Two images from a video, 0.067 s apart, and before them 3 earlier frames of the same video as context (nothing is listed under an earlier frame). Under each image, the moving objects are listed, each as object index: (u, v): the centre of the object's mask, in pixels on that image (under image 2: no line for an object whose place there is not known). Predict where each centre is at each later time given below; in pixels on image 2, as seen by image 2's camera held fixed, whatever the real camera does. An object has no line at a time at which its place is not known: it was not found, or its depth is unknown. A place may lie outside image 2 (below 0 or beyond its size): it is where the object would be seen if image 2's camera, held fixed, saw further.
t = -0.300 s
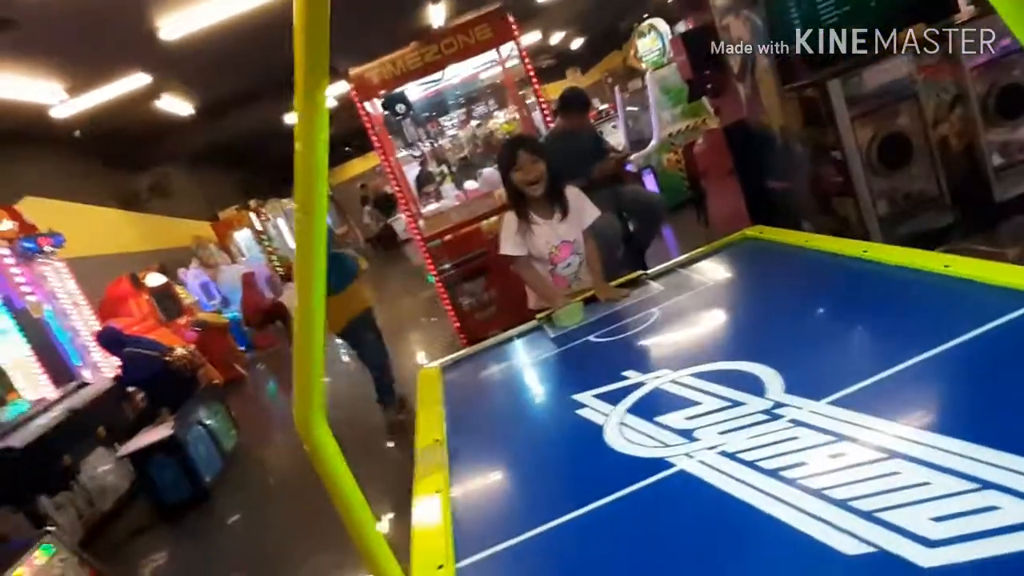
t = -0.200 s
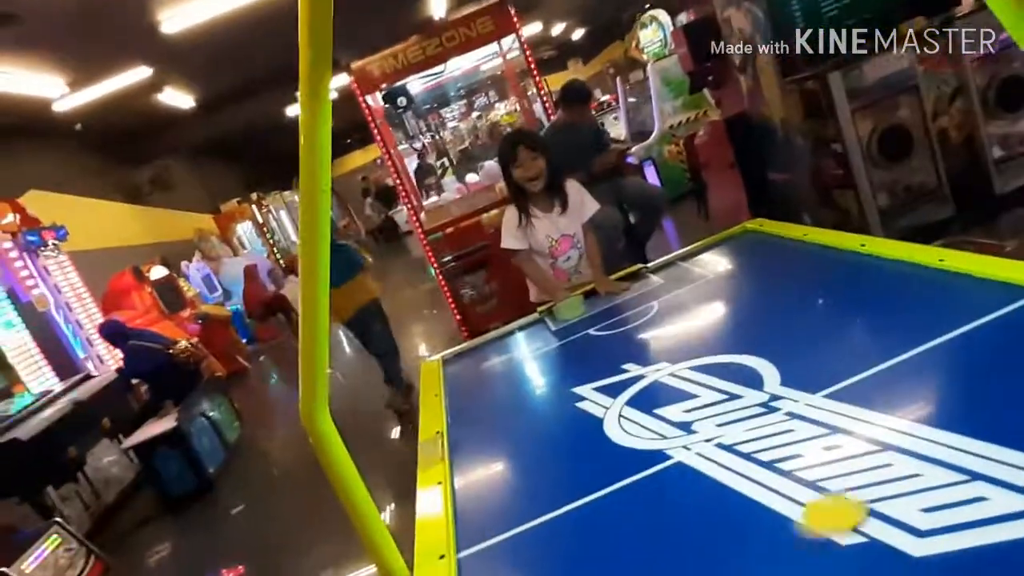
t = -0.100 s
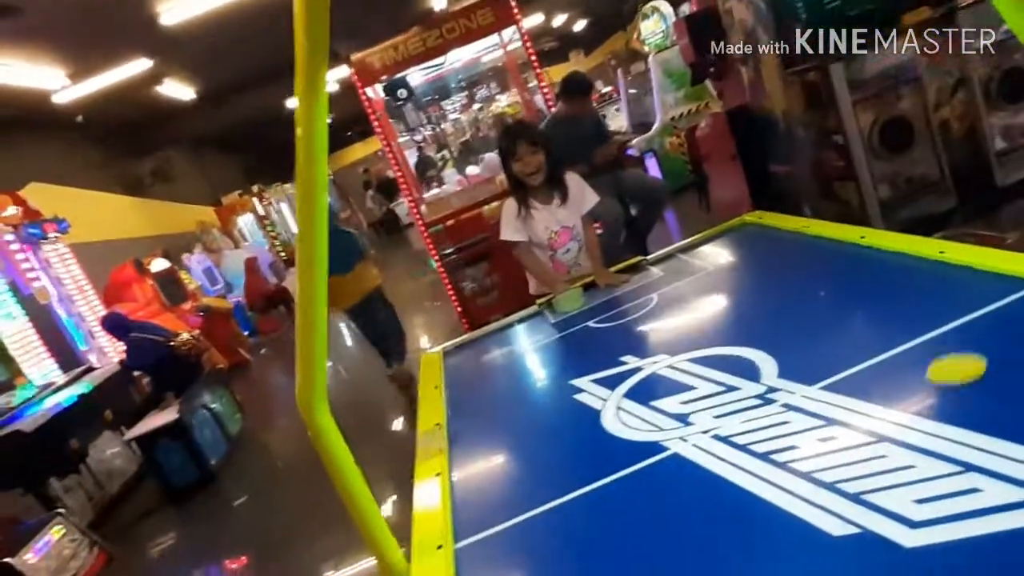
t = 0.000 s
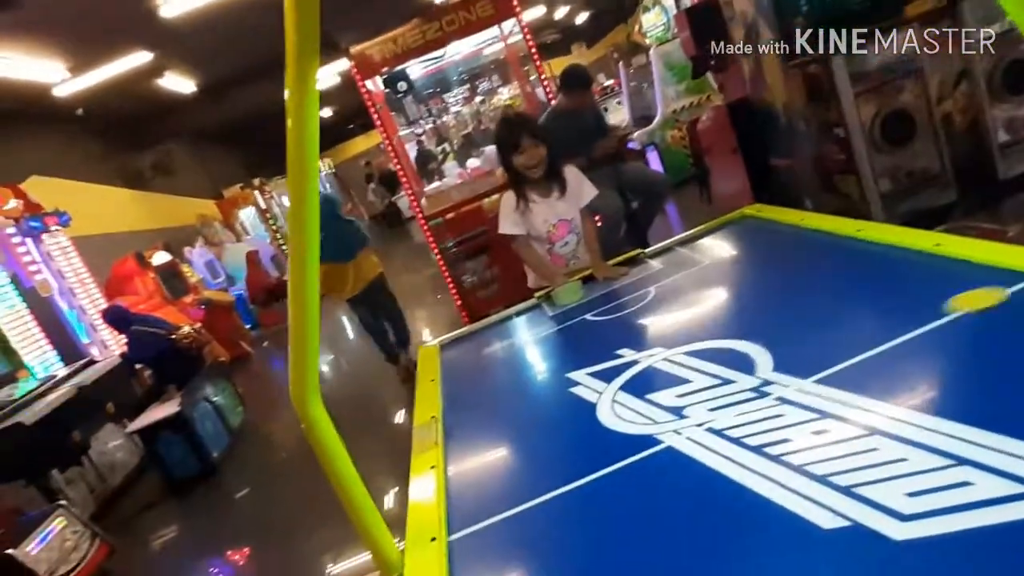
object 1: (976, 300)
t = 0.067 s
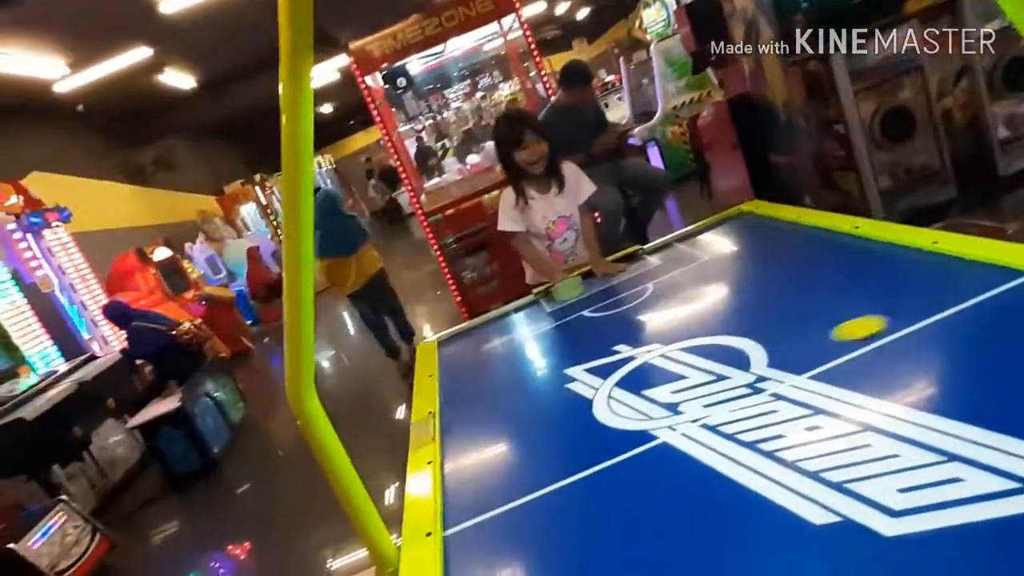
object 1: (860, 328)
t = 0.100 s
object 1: (809, 343)
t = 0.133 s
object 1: (762, 356)
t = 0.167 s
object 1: (722, 367)
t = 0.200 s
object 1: (677, 381)
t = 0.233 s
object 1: (639, 390)
